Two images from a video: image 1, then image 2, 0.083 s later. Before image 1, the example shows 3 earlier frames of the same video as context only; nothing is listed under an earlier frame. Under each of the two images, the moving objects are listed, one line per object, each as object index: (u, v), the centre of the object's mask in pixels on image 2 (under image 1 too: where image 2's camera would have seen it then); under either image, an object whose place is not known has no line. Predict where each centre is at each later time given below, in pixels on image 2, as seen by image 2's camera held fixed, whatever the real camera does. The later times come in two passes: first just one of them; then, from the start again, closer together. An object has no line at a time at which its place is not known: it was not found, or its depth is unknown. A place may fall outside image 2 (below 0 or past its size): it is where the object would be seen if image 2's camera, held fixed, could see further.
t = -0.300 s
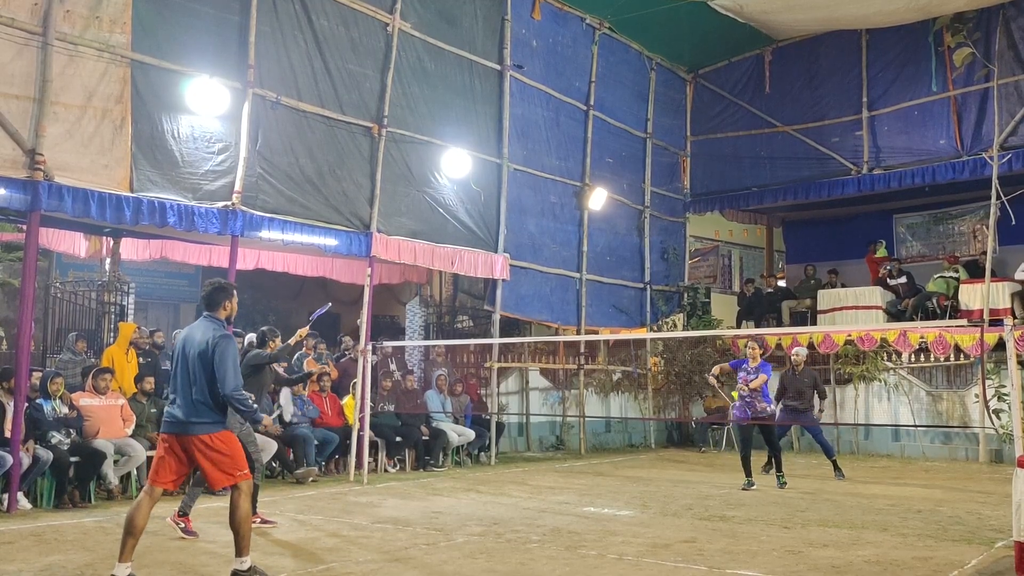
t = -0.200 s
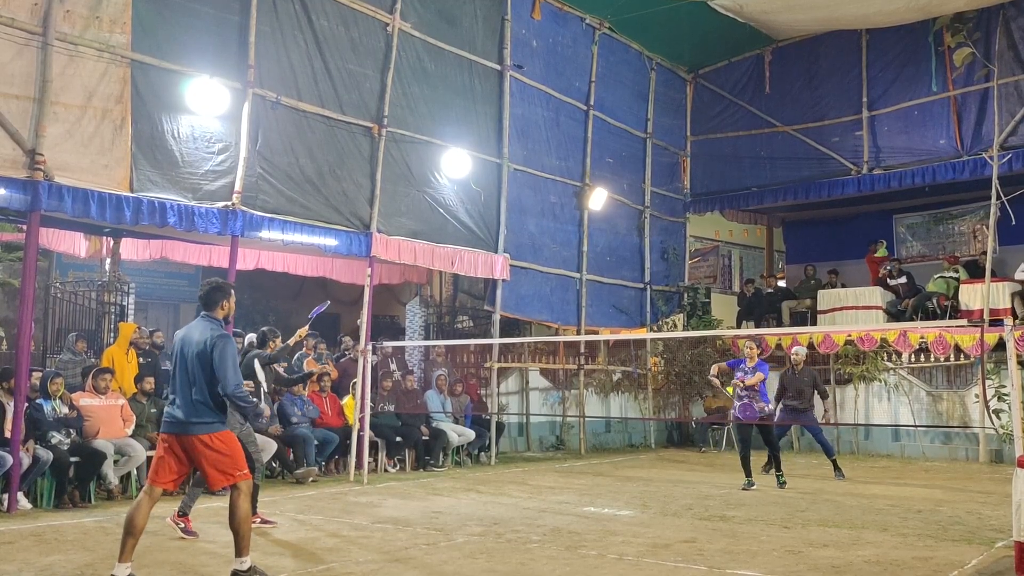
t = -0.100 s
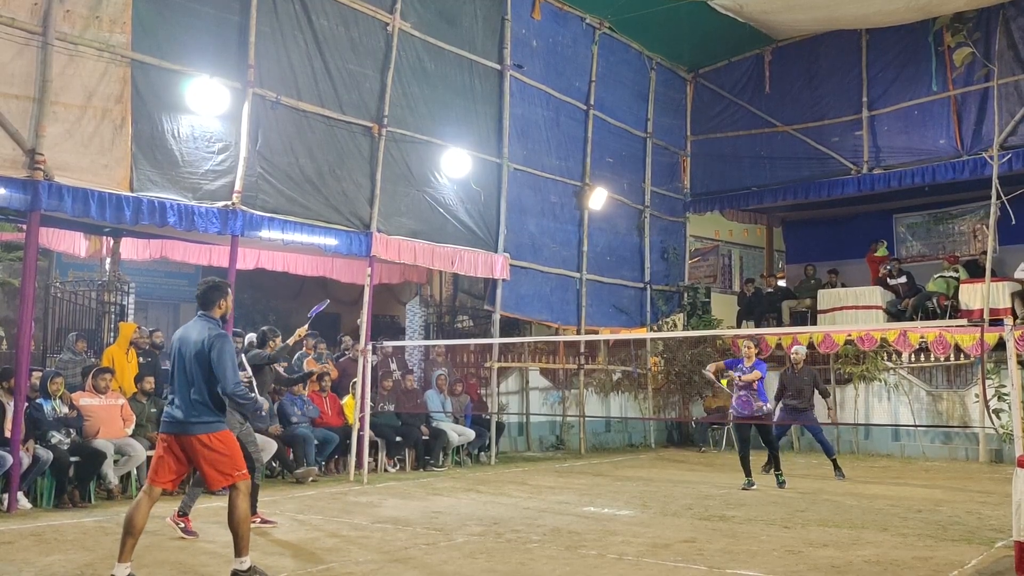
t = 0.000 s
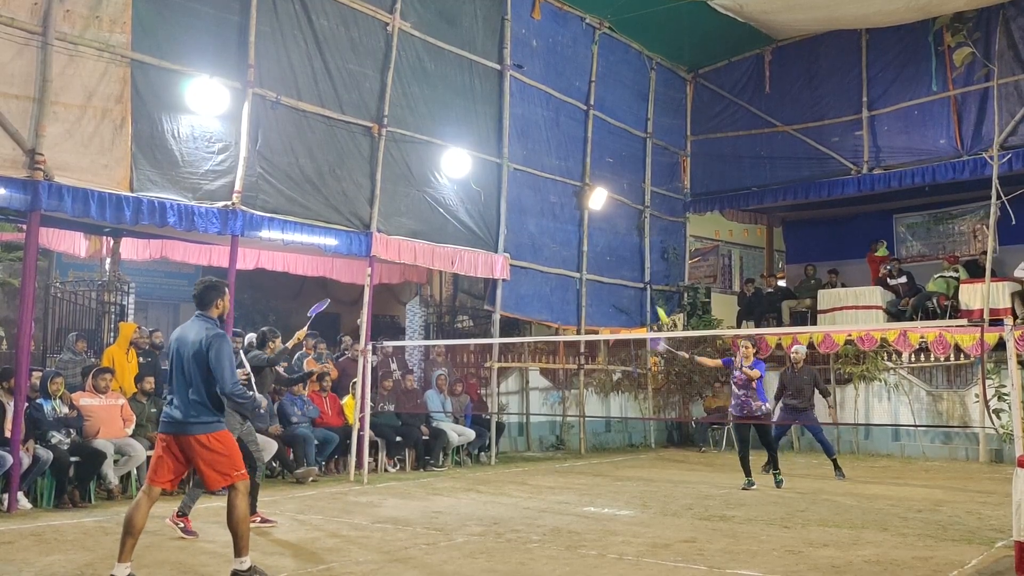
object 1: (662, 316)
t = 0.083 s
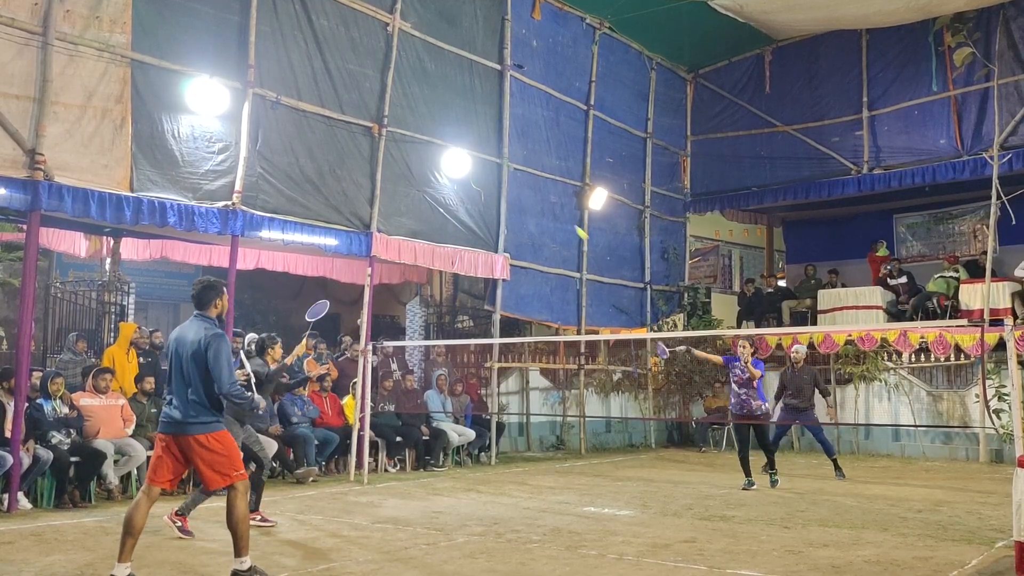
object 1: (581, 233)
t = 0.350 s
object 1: (386, 77)
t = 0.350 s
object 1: (386, 77)
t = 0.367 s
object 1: (376, 71)
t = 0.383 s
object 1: (365, 65)
